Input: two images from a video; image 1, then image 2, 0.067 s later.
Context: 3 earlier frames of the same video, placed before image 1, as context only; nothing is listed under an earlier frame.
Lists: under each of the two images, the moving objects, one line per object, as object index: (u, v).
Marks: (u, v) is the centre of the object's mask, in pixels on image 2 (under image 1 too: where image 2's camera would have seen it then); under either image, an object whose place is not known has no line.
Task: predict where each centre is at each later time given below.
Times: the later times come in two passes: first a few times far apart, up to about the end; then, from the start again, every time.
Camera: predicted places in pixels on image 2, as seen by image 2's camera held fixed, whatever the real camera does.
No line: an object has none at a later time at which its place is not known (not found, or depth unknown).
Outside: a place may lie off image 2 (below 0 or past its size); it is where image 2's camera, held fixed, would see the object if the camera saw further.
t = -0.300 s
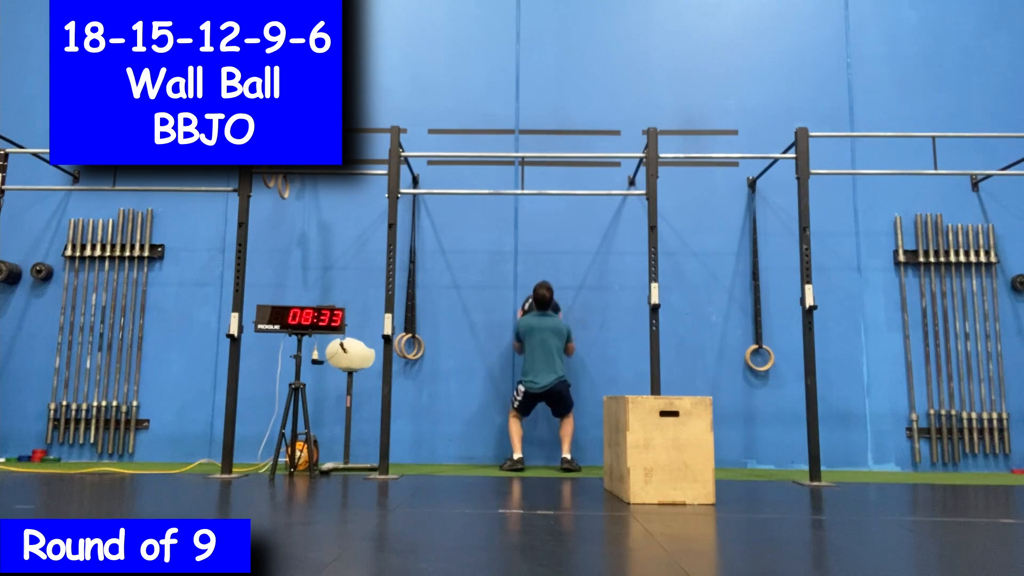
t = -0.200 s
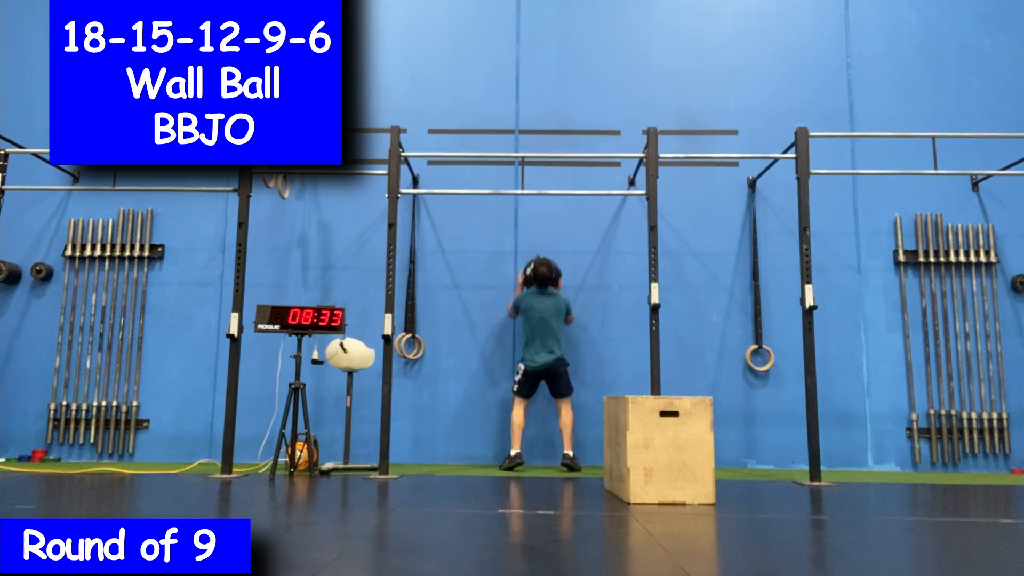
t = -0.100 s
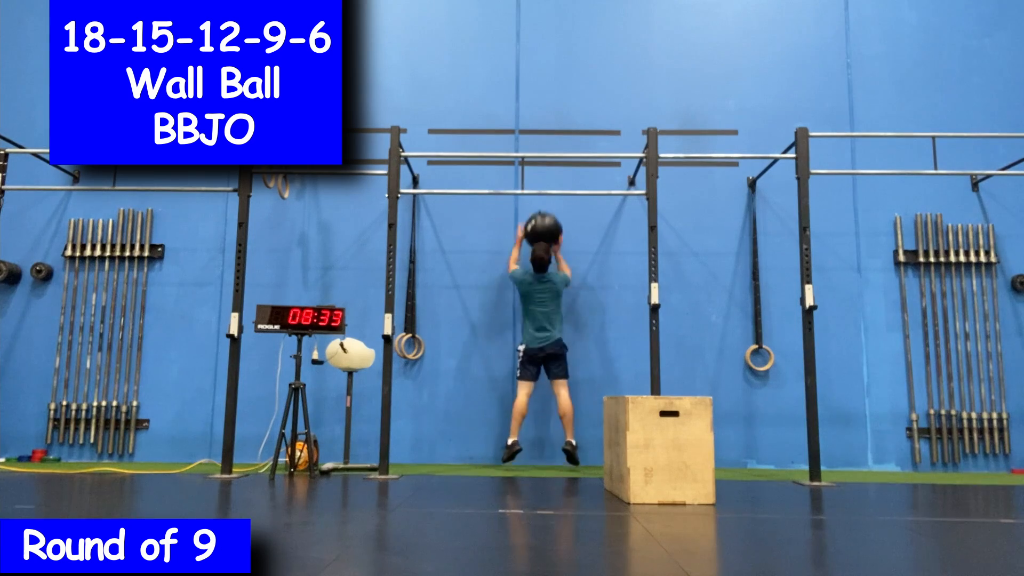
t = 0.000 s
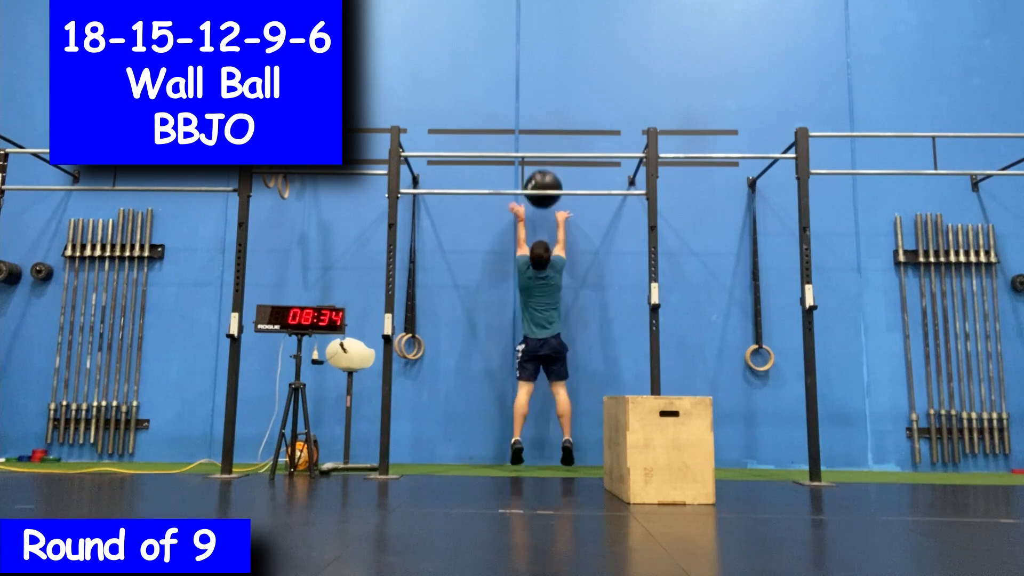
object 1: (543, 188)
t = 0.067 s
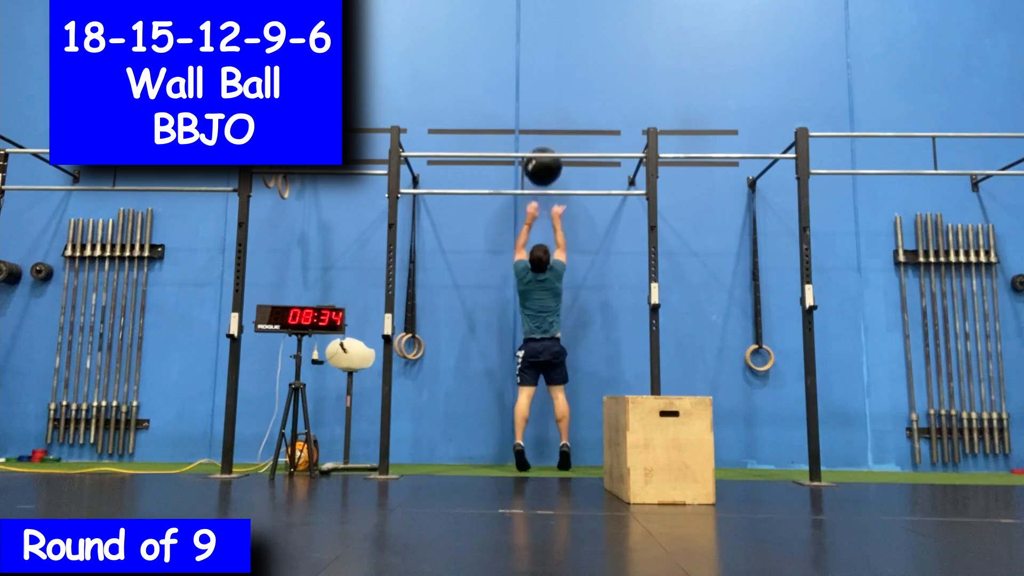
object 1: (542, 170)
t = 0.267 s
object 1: (542, 130)
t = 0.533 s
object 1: (541, 140)
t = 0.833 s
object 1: (540, 232)
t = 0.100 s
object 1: (542, 158)
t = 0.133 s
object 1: (543, 149)
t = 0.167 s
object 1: (542, 140)
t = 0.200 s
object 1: (542, 136)
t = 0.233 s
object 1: (542, 133)
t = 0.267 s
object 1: (542, 130)
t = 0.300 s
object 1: (542, 128)
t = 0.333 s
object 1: (542, 127)
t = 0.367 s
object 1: (542, 127)
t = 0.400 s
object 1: (541, 129)
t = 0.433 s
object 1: (541, 131)
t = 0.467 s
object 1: (541, 134)
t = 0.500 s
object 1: (541, 138)
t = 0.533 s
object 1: (541, 140)
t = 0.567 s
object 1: (541, 144)
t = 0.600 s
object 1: (541, 153)
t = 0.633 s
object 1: (541, 164)
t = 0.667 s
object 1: (541, 173)
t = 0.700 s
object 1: (541, 177)
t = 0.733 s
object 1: (541, 190)
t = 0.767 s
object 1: (540, 208)
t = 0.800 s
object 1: (540, 218)
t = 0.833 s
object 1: (540, 232)
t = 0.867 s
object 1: (541, 245)
